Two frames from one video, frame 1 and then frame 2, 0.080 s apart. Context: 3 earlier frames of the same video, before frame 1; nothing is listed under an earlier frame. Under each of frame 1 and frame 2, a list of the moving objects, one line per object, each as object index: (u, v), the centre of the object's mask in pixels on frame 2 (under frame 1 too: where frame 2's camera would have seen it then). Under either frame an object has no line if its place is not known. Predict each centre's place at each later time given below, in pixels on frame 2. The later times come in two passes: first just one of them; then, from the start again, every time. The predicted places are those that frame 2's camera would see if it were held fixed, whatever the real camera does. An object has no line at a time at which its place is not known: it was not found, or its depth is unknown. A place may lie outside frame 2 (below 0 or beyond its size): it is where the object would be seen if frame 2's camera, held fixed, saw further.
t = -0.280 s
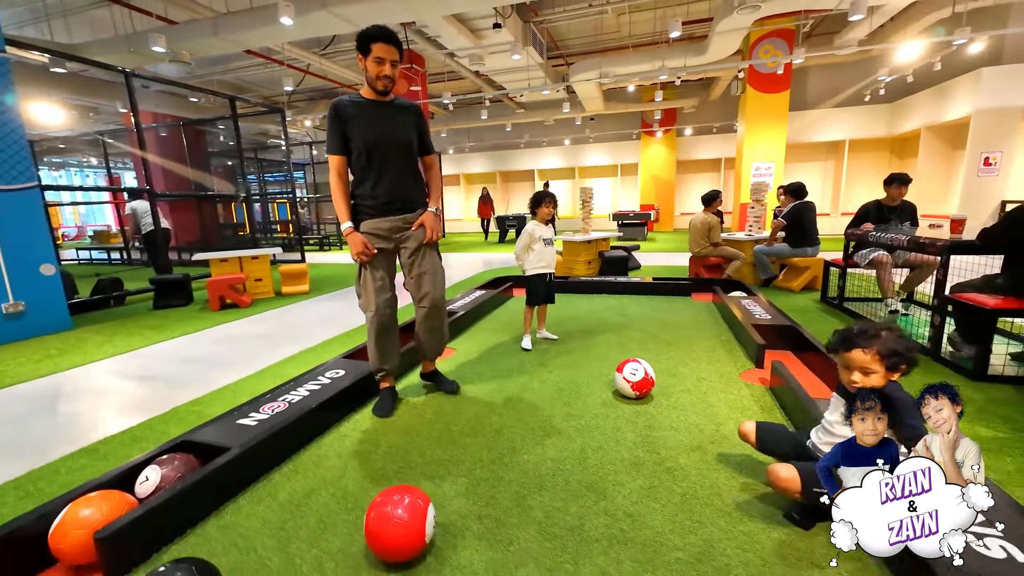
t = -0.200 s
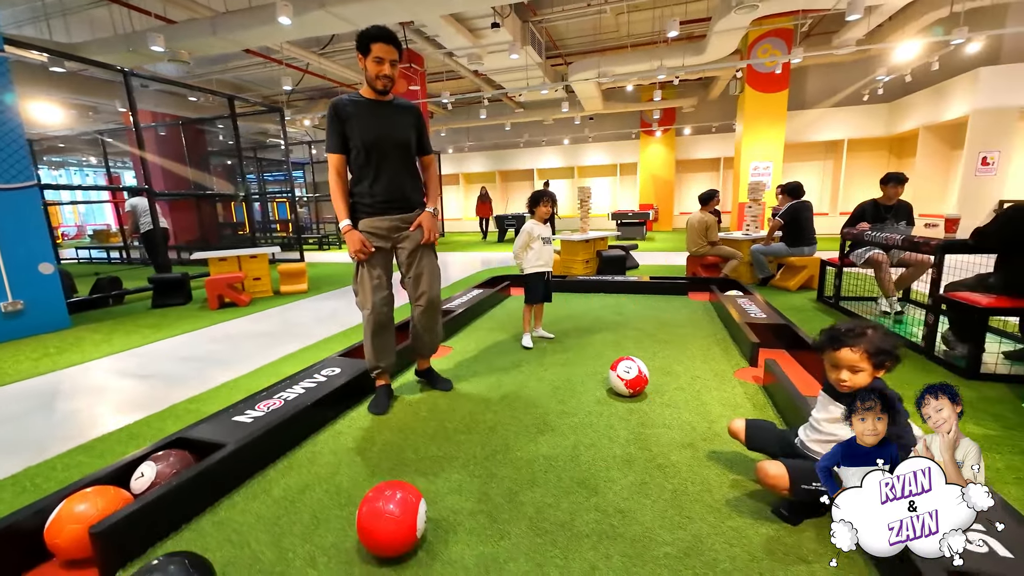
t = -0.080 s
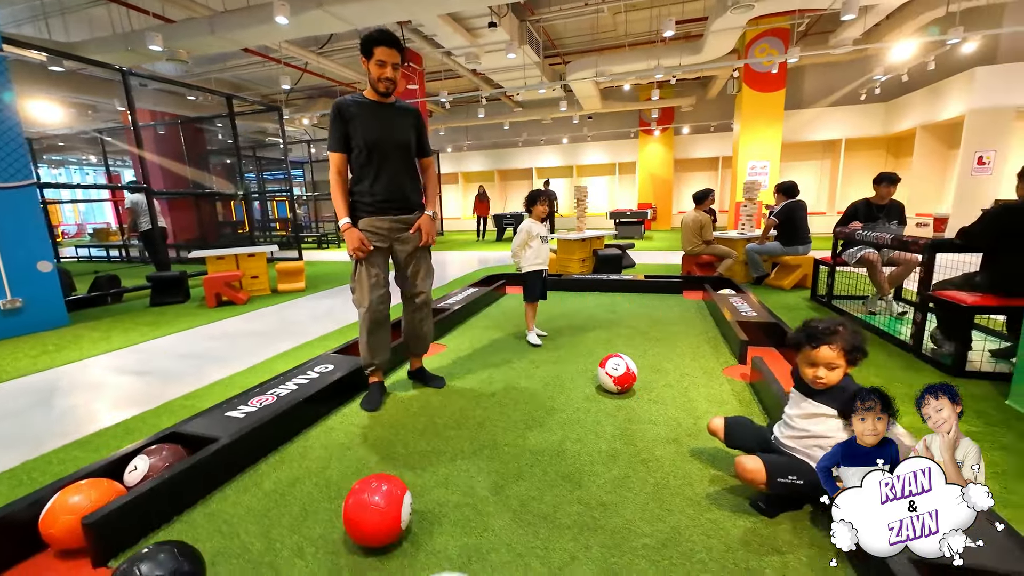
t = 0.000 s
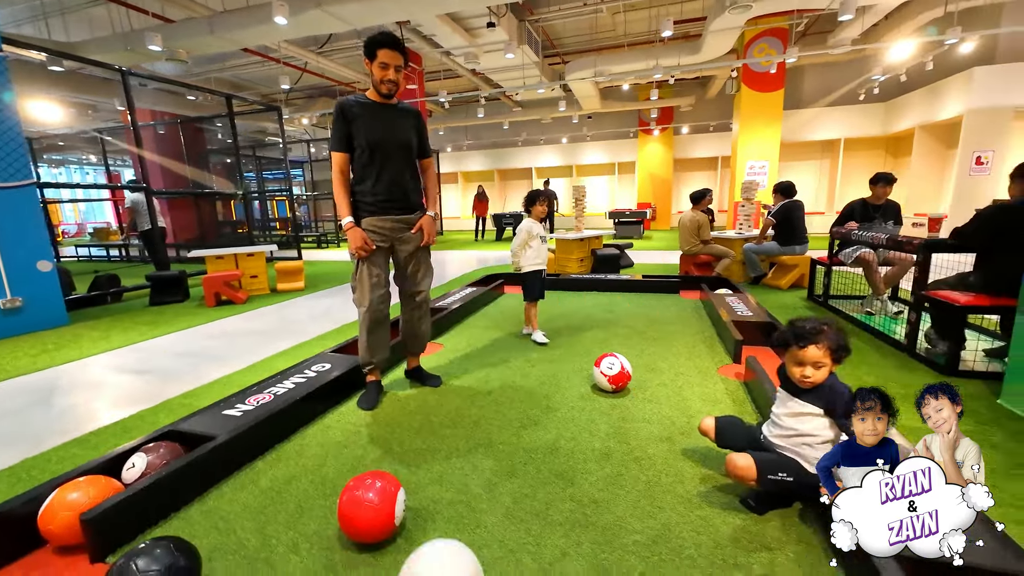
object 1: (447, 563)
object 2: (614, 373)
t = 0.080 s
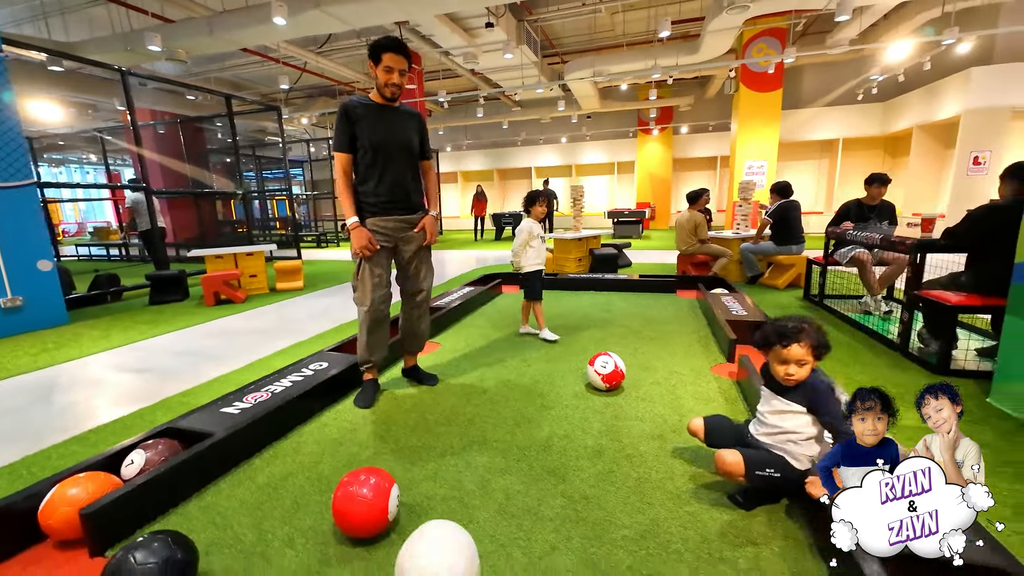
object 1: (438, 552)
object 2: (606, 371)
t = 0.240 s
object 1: (440, 540)
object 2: (600, 368)
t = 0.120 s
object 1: (433, 548)
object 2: (600, 369)
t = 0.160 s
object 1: (433, 548)
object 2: (599, 368)
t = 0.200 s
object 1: (437, 545)
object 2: (600, 368)
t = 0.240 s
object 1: (440, 540)
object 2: (600, 368)
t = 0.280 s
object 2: (600, 368)
